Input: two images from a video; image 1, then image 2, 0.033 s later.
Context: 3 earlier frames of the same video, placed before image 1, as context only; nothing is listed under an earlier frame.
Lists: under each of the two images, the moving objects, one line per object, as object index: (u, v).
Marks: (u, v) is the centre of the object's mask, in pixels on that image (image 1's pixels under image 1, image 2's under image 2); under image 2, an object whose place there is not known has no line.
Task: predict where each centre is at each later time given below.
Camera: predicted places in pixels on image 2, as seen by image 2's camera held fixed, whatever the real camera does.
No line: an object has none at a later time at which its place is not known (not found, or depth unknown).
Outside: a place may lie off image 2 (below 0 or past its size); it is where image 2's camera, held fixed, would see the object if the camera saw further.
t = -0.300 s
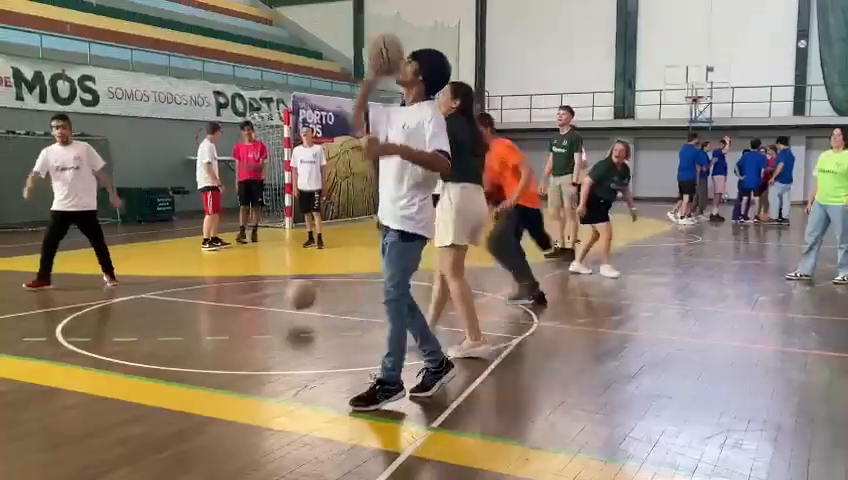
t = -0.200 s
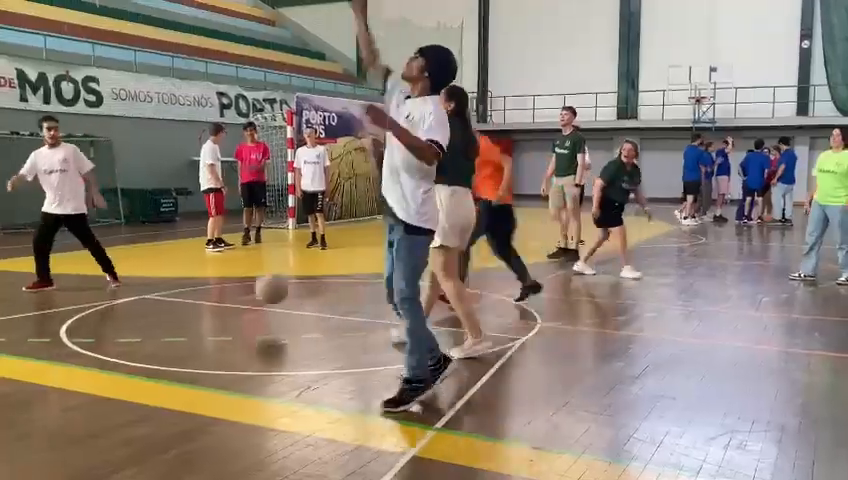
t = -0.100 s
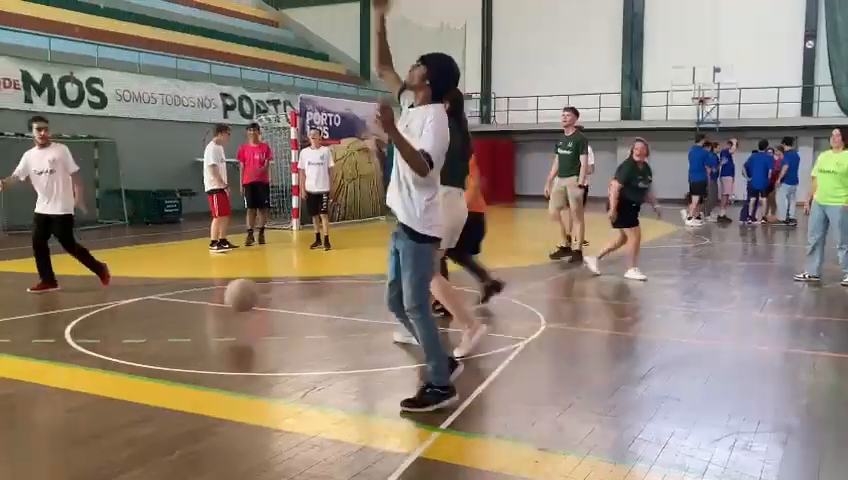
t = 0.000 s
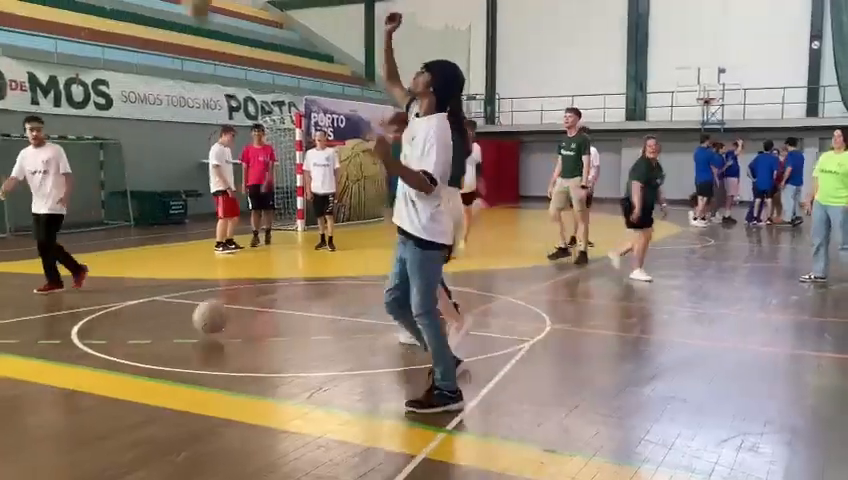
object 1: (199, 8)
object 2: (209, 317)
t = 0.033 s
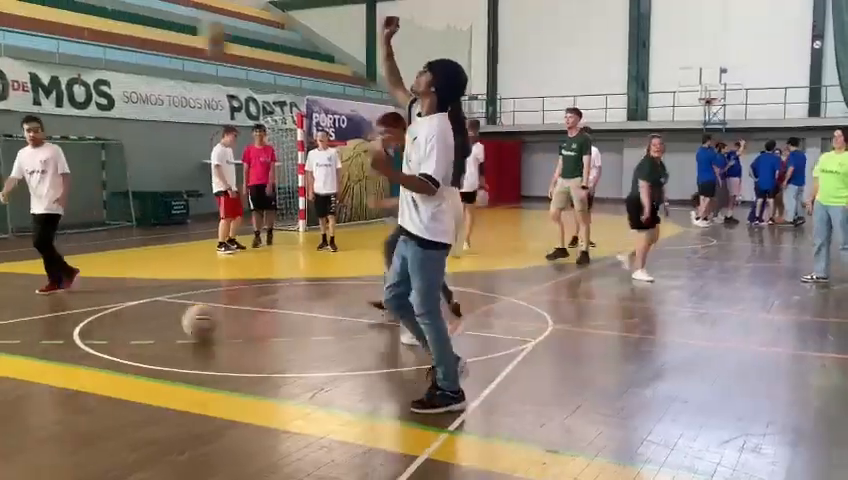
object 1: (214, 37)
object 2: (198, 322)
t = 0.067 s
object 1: (228, 68)
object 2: (186, 318)
